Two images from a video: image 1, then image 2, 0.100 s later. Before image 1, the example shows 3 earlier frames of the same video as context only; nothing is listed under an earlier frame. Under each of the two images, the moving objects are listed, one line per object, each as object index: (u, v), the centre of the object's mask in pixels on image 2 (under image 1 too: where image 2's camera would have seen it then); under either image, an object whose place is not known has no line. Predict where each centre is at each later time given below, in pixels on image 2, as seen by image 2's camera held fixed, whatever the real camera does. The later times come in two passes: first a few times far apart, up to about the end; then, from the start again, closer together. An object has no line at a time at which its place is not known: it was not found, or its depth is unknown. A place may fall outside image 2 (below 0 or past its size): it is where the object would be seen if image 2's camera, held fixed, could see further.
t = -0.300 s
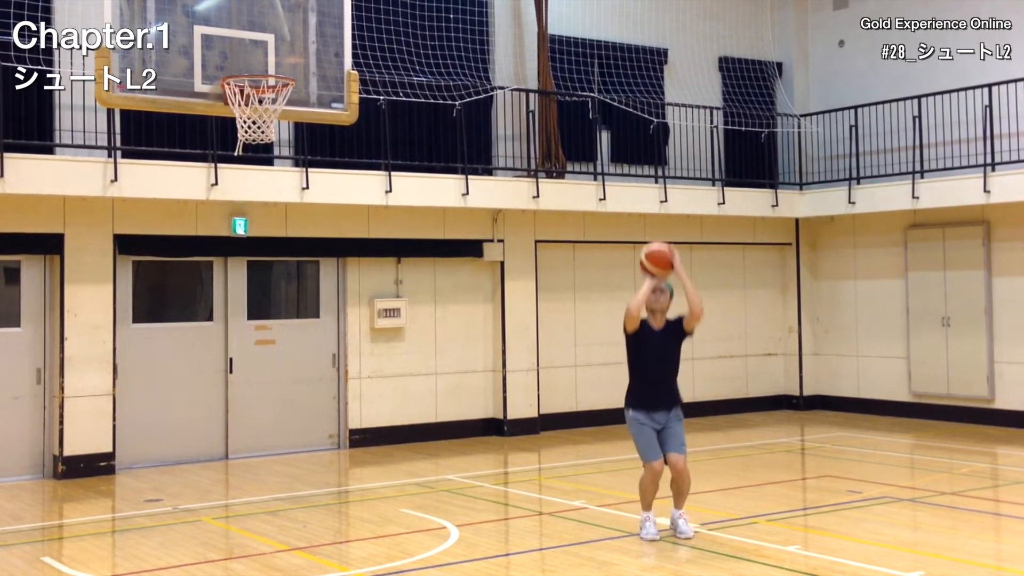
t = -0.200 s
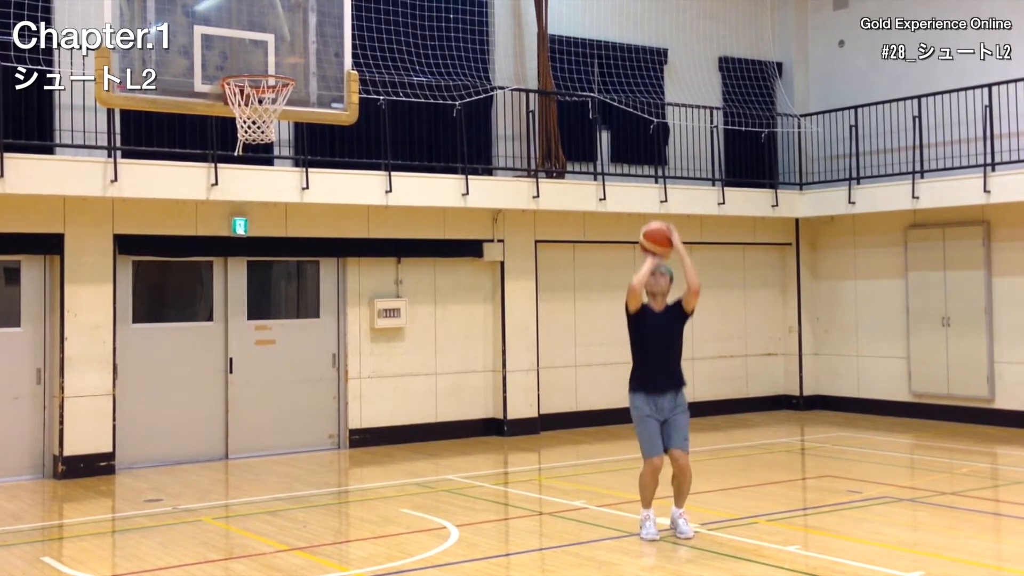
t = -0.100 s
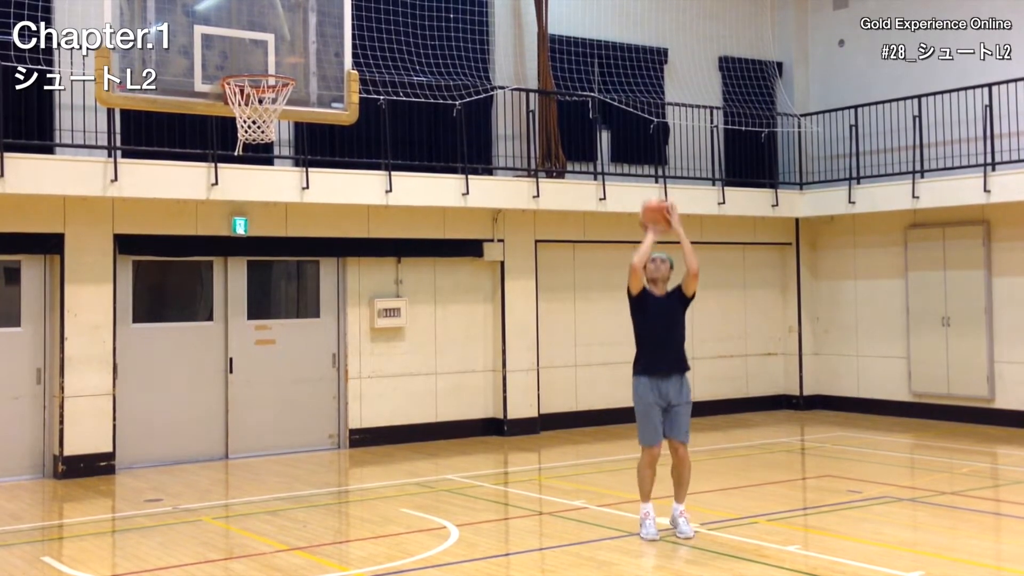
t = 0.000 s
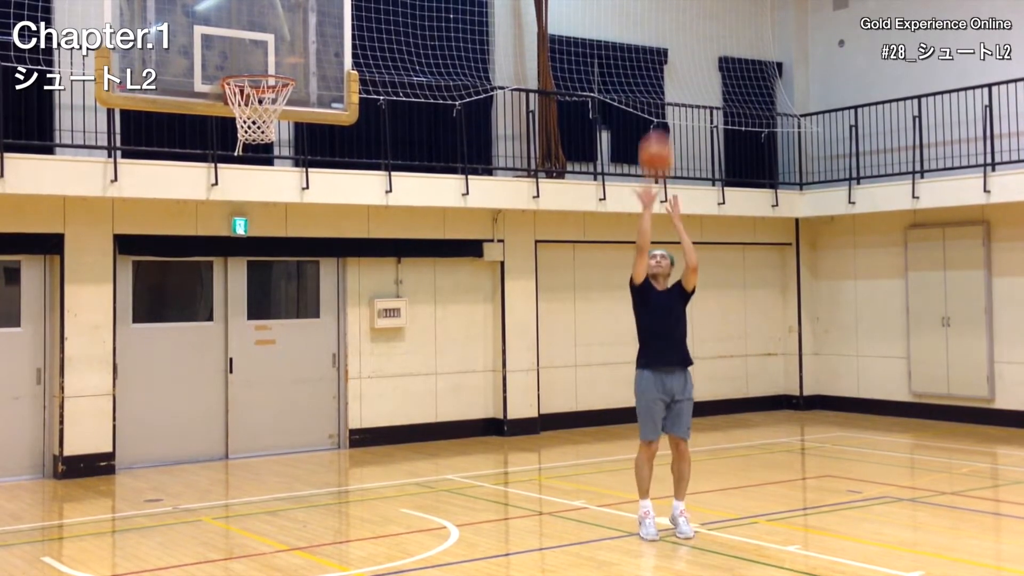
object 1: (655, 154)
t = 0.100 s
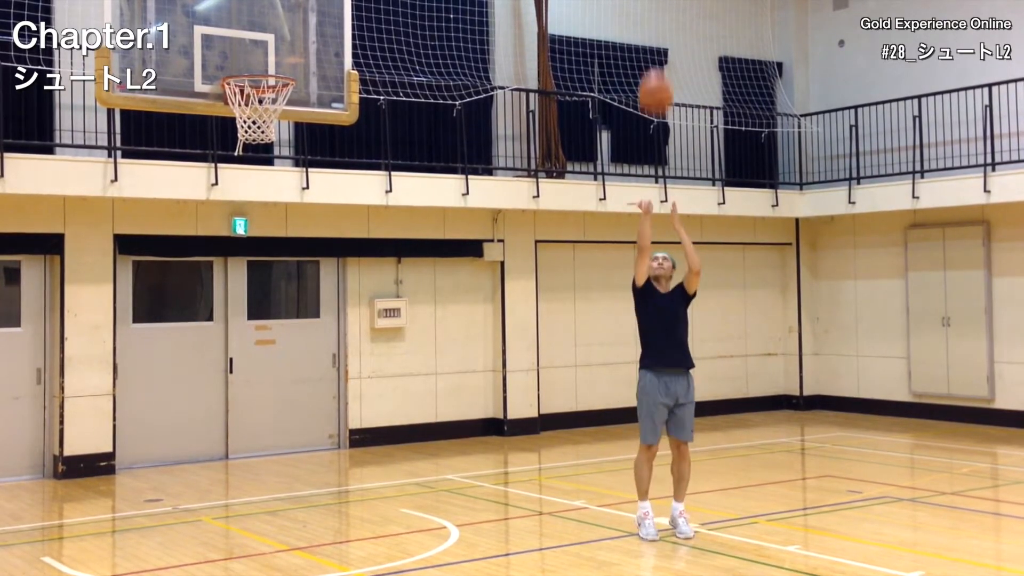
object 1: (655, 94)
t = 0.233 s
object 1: (657, 33)
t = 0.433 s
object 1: (658, 5)
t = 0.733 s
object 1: (663, 45)
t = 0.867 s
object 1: (663, 113)
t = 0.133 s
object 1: (656, 75)
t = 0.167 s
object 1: (656, 60)
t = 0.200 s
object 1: (657, 44)
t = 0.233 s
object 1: (657, 33)
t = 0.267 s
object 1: (656, 21)
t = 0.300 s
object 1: (657, 15)
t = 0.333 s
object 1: (657, 11)
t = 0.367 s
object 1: (657, 8)
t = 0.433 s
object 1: (658, 5)
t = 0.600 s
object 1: (660, 11)
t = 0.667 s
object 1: (661, 21)
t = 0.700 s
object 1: (662, 32)
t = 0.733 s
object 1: (663, 45)
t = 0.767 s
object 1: (663, 58)
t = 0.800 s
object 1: (664, 75)
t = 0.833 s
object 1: (664, 93)
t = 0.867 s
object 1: (663, 113)
